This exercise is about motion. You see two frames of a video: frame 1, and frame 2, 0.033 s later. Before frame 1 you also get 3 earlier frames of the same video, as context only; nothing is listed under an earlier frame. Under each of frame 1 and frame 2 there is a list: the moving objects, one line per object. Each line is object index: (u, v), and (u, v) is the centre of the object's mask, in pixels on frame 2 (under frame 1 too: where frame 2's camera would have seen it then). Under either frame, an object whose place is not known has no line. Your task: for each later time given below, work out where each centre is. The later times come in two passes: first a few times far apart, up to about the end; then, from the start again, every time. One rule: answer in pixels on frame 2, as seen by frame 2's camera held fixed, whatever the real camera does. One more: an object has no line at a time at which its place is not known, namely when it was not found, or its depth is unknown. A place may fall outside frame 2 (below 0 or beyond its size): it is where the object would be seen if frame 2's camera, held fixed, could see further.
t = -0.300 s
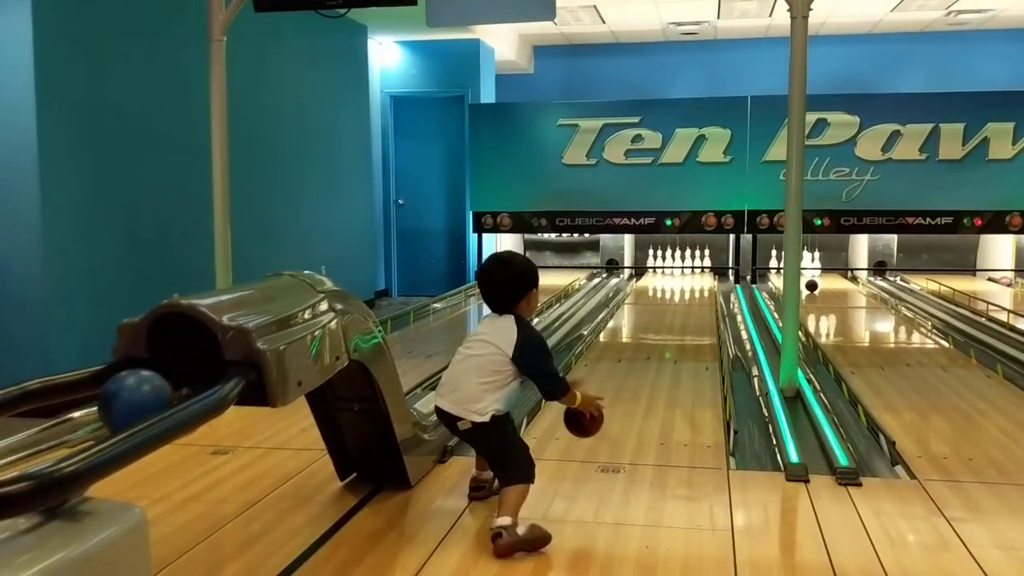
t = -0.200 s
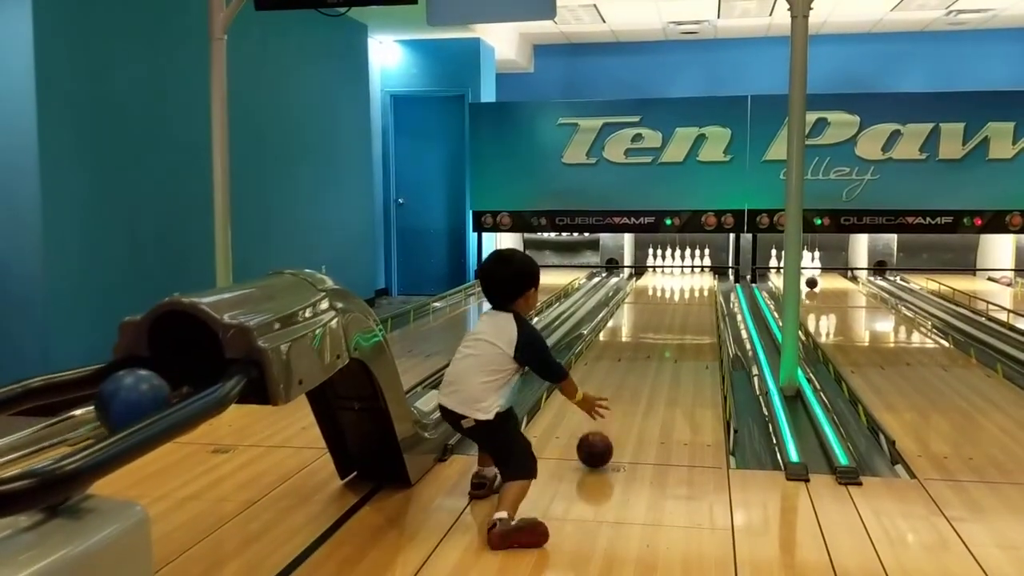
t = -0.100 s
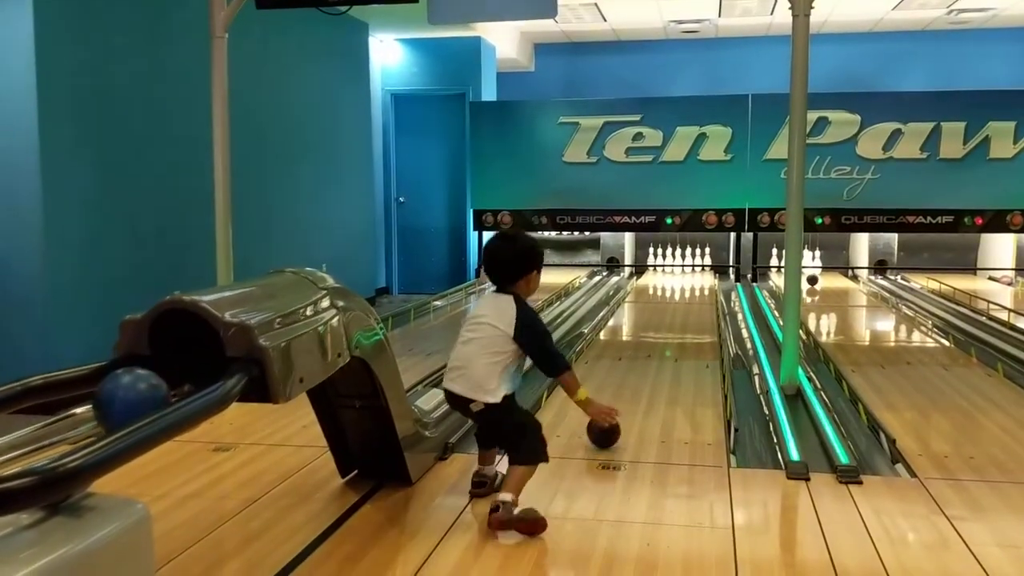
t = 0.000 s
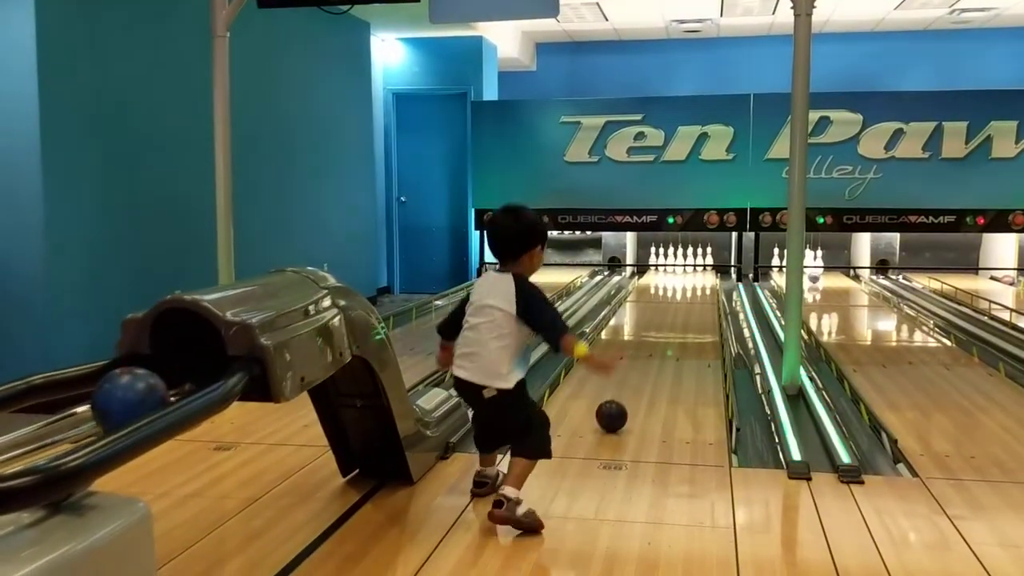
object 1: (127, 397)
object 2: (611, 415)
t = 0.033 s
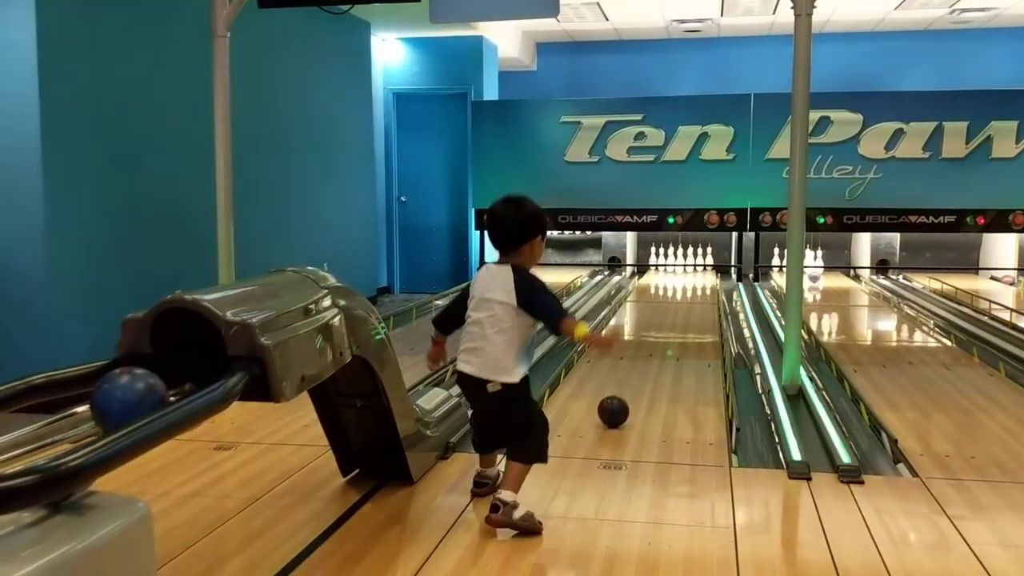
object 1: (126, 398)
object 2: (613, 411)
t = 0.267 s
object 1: (122, 399)
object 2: (620, 387)
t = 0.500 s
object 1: (121, 400)
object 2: (622, 369)
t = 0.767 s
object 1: (121, 399)
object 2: (625, 353)
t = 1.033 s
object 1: (125, 398)
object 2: (626, 339)
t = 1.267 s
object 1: (132, 395)
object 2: (628, 329)
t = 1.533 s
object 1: (134, 395)
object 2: (628, 319)
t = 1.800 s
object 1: (131, 396)
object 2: (629, 310)
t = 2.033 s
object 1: (132, 396)
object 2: (629, 304)
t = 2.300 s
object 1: (135, 394)
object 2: (629, 296)
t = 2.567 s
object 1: (135, 394)
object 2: (631, 290)
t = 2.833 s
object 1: (136, 393)
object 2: (639, 285)
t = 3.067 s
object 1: (137, 394)
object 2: (645, 281)
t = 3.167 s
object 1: (136, 394)
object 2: (647, 279)
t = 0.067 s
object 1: (126, 398)
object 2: (614, 407)
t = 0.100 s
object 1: (125, 398)
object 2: (616, 403)
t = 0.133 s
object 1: (124, 398)
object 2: (617, 399)
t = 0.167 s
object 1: (124, 399)
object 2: (618, 396)
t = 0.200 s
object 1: (123, 399)
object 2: (619, 392)
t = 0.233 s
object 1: (123, 399)
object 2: (619, 389)
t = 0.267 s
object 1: (122, 399)
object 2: (620, 387)
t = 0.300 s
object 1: (121, 399)
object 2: (620, 384)
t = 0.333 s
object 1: (121, 399)
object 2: (621, 381)
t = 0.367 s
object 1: (121, 399)
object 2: (621, 379)
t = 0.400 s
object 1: (121, 400)
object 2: (621, 376)
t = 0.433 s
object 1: (121, 399)
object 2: (621, 374)
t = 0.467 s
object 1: (121, 399)
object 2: (622, 371)
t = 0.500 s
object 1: (121, 400)
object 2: (622, 369)
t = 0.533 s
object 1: (120, 399)
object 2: (623, 367)
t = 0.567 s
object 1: (120, 400)
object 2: (623, 365)
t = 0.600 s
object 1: (120, 400)
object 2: (623, 363)
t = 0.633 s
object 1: (121, 400)
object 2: (623, 360)
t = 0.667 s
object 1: (121, 400)
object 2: (624, 358)
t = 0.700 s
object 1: (120, 399)
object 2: (624, 356)
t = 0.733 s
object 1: (121, 400)
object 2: (624, 354)
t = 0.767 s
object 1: (121, 399)
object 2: (625, 353)
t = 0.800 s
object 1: (122, 399)
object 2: (625, 350)
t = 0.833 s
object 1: (122, 399)
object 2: (625, 349)
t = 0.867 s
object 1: (122, 399)
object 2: (625, 347)
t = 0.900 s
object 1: (123, 399)
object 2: (625, 345)
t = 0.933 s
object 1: (124, 399)
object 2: (626, 344)
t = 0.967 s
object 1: (124, 398)
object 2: (626, 342)
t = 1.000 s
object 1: (125, 398)
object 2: (626, 340)
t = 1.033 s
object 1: (125, 398)
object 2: (626, 339)
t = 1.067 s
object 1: (126, 398)
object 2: (626, 338)
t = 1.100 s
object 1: (127, 397)
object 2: (627, 336)
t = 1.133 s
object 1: (128, 397)
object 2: (627, 335)
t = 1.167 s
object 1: (130, 397)
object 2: (627, 333)
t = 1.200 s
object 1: (130, 396)
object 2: (627, 332)
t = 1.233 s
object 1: (131, 396)
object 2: (627, 330)
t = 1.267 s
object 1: (132, 395)
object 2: (628, 329)
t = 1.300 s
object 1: (133, 395)
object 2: (628, 328)
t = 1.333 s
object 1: (134, 394)
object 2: (627, 326)
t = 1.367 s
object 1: (135, 394)
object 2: (628, 325)
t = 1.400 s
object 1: (136, 394)
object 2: (628, 324)
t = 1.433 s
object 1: (136, 394)
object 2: (628, 322)
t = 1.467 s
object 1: (135, 395)
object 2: (628, 321)
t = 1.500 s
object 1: (135, 395)
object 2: (628, 320)
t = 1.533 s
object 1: (134, 395)
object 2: (628, 319)
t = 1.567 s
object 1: (134, 395)
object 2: (628, 318)
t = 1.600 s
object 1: (133, 395)
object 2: (628, 317)
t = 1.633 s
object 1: (133, 395)
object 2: (628, 316)
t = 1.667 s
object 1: (132, 395)
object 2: (628, 315)
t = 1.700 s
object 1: (132, 396)
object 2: (628, 314)
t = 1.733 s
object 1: (132, 395)
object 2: (628, 313)
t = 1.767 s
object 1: (131, 396)
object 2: (629, 311)
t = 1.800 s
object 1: (131, 396)
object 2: (629, 310)
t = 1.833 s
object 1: (131, 396)
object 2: (629, 309)
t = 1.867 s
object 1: (131, 396)
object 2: (629, 309)
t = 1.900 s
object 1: (132, 396)
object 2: (629, 308)
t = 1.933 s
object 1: (131, 395)
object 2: (629, 307)
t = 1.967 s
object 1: (131, 396)
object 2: (629, 306)
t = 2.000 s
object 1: (131, 395)
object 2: (629, 305)
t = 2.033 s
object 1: (132, 396)
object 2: (629, 304)
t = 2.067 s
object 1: (132, 395)
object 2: (629, 303)
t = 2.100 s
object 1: (132, 396)
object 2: (629, 302)
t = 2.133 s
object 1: (132, 395)
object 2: (629, 301)
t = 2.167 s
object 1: (133, 395)
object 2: (629, 300)
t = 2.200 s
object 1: (133, 395)
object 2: (629, 299)
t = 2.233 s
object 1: (134, 395)
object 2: (629, 298)
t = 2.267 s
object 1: (135, 394)
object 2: (629, 297)
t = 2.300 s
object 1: (135, 394)
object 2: (629, 296)
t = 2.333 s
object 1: (136, 394)
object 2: (629, 296)
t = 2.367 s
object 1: (136, 394)
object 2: (629, 295)
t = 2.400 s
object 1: (136, 394)
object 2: (629, 294)
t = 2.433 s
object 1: (135, 394)
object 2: (629, 293)
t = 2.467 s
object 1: (135, 394)
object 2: (629, 293)
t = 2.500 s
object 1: (135, 394)
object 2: (629, 292)
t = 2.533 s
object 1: (135, 394)
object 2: (629, 291)
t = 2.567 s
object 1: (135, 394)
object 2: (631, 290)
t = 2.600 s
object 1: (135, 394)
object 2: (632, 290)
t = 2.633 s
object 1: (135, 394)
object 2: (633, 289)
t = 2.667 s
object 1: (135, 394)
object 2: (634, 288)
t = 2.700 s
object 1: (136, 394)
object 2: (635, 288)
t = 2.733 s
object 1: (136, 394)
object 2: (636, 287)
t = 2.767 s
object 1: (136, 393)
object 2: (637, 286)
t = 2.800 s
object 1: (136, 394)
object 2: (637, 286)
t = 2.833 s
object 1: (136, 393)
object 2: (639, 285)
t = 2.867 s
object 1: (136, 394)
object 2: (639, 285)
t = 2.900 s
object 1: (136, 394)
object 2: (640, 284)
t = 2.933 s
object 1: (136, 394)
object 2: (641, 284)
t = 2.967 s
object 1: (136, 393)
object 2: (642, 283)
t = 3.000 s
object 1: (136, 393)
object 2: (643, 282)
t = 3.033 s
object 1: (136, 393)
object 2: (644, 281)
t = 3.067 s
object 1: (137, 394)
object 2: (645, 281)
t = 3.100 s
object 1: (136, 393)
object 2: (645, 280)
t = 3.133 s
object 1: (137, 394)
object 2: (646, 280)
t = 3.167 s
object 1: (136, 394)
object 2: (647, 279)
